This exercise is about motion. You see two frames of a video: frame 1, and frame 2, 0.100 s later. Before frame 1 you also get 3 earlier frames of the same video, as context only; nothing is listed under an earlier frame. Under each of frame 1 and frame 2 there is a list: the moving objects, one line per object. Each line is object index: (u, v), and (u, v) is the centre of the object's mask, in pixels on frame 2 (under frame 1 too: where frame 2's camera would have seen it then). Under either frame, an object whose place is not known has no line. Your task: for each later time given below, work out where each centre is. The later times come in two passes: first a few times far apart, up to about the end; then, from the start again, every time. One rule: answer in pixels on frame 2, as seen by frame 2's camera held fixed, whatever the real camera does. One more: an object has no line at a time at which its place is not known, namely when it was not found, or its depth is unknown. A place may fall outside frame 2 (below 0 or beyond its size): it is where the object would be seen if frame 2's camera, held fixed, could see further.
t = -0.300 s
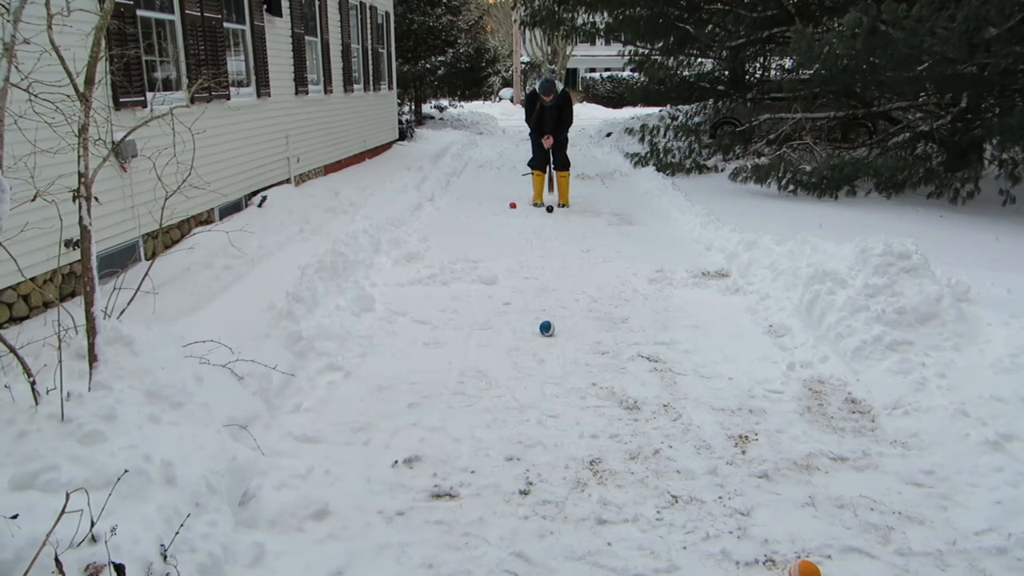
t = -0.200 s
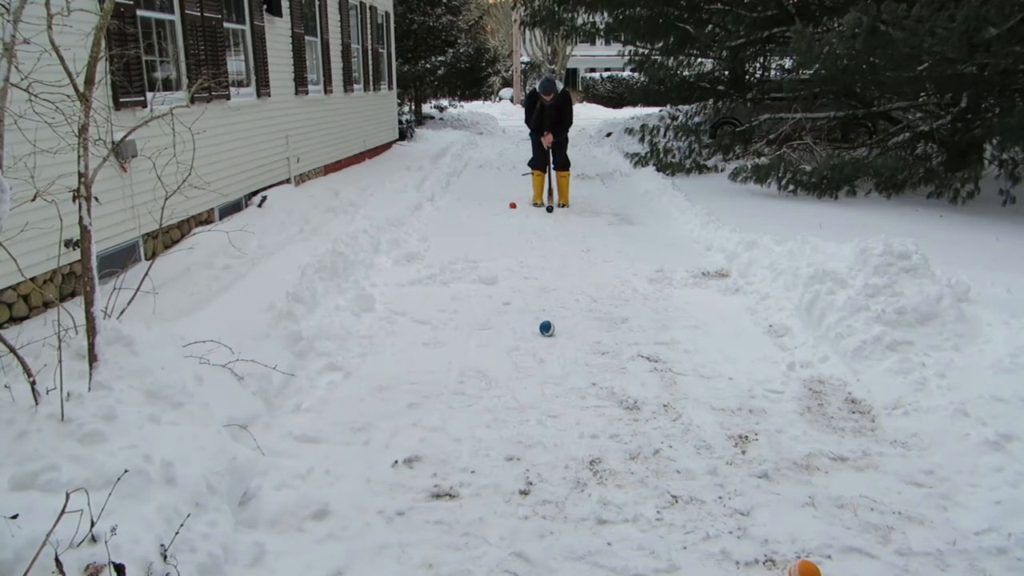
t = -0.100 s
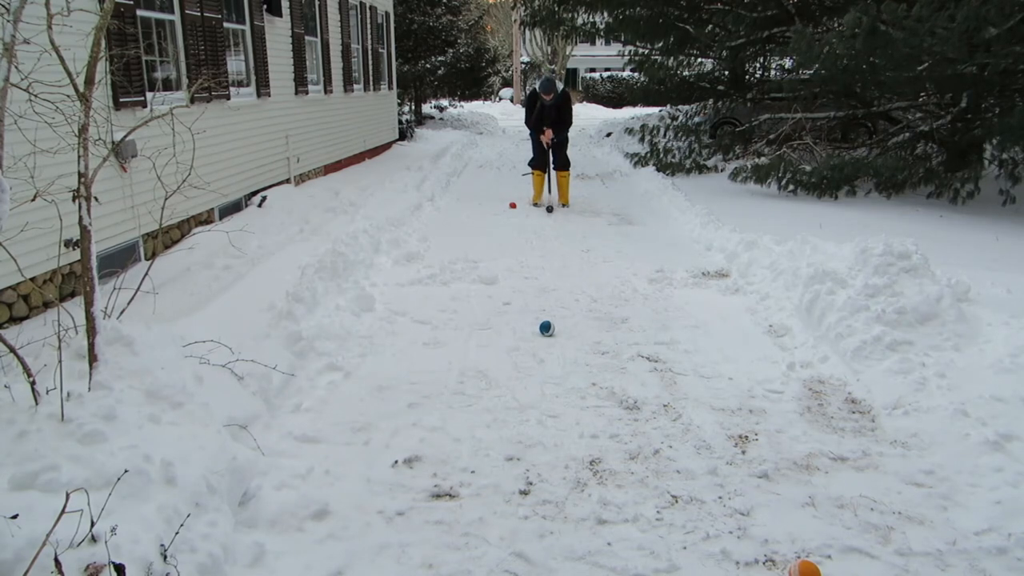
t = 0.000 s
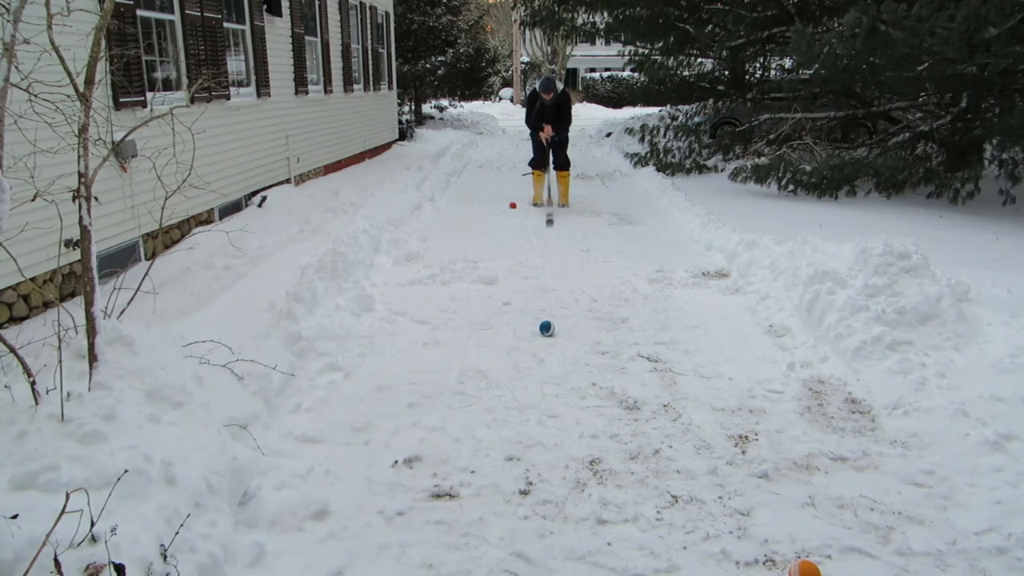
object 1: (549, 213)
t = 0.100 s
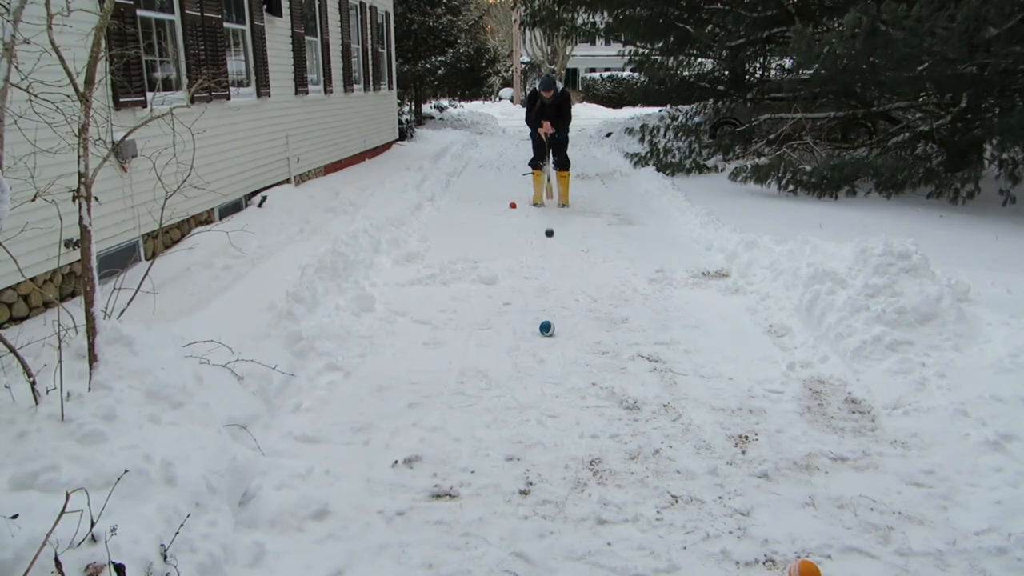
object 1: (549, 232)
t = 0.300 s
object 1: (549, 249)
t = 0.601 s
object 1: (549, 291)
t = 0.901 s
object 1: (561, 315)
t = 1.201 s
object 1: (583, 346)
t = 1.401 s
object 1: (597, 362)
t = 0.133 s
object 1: (549, 236)
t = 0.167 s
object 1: (549, 240)
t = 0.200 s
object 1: (549, 243)
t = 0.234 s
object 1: (549, 247)
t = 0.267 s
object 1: (549, 248)
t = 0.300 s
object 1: (549, 249)
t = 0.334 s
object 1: (549, 251)
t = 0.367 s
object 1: (549, 255)
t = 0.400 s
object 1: (549, 259)
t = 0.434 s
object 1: (549, 268)
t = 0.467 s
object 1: (549, 278)
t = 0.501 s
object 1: (549, 280)
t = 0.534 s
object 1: (549, 281)
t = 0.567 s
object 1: (549, 285)
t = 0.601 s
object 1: (549, 291)
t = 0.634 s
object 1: (549, 302)
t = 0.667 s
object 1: (549, 307)
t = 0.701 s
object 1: (549, 311)
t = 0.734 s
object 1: (549, 313)
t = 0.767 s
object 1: (550, 317)
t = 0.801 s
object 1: (553, 314)
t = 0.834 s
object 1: (555, 314)
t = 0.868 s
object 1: (558, 314)
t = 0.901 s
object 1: (561, 315)
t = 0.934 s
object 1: (564, 321)
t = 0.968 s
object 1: (566, 326)
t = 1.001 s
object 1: (569, 331)
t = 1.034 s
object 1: (572, 333)
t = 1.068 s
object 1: (574, 335)
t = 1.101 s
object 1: (576, 337)
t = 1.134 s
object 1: (578, 338)
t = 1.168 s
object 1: (581, 343)
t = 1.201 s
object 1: (583, 346)
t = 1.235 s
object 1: (585, 349)
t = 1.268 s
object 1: (588, 351)
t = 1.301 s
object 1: (590, 354)
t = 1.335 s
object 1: (592, 356)
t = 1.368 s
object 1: (595, 359)
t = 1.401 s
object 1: (597, 362)
